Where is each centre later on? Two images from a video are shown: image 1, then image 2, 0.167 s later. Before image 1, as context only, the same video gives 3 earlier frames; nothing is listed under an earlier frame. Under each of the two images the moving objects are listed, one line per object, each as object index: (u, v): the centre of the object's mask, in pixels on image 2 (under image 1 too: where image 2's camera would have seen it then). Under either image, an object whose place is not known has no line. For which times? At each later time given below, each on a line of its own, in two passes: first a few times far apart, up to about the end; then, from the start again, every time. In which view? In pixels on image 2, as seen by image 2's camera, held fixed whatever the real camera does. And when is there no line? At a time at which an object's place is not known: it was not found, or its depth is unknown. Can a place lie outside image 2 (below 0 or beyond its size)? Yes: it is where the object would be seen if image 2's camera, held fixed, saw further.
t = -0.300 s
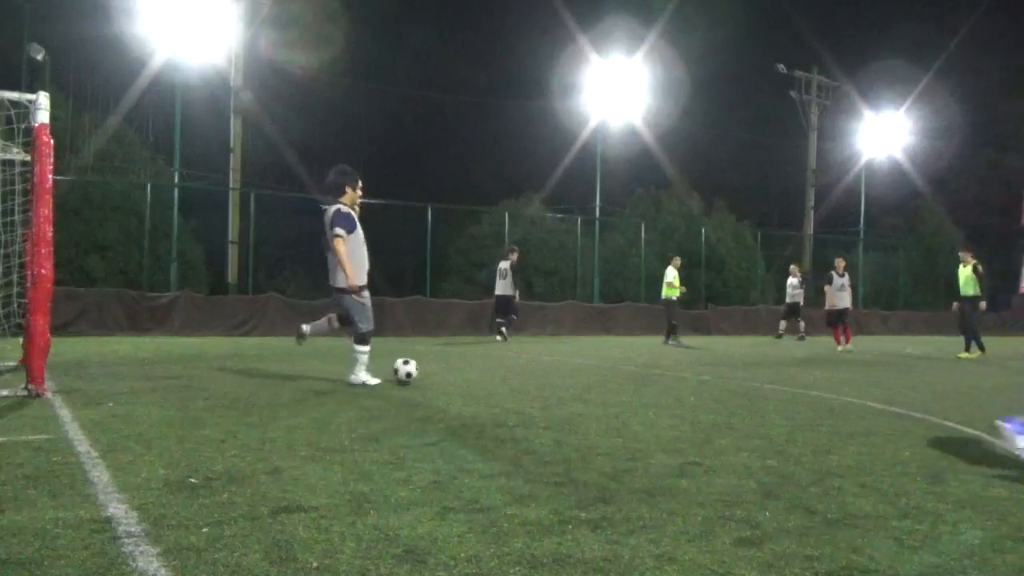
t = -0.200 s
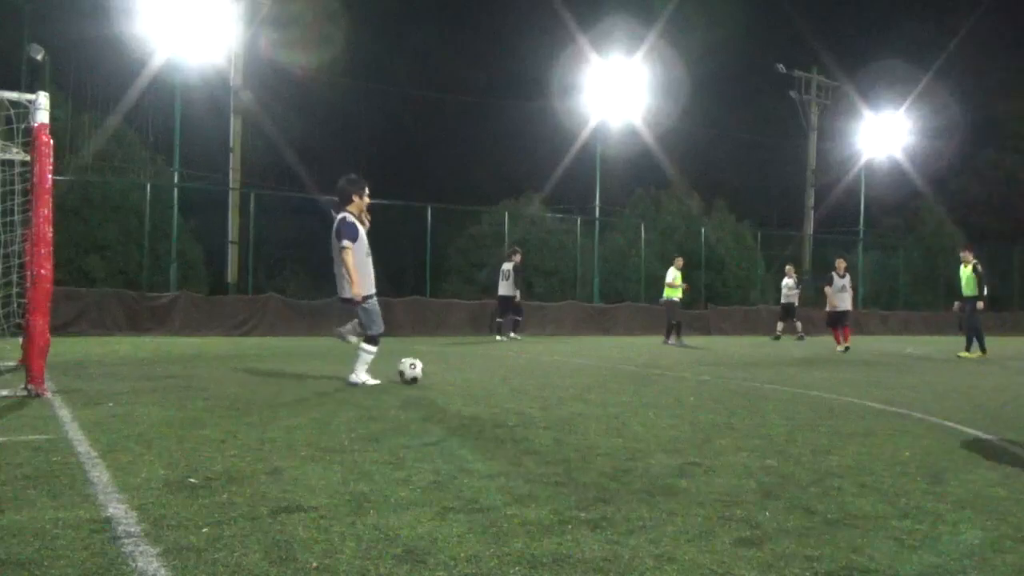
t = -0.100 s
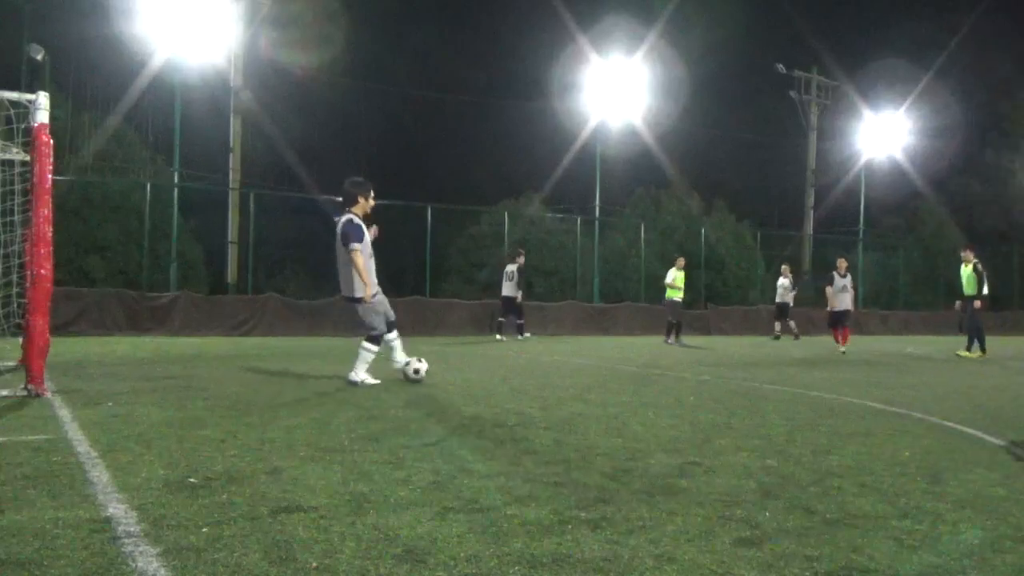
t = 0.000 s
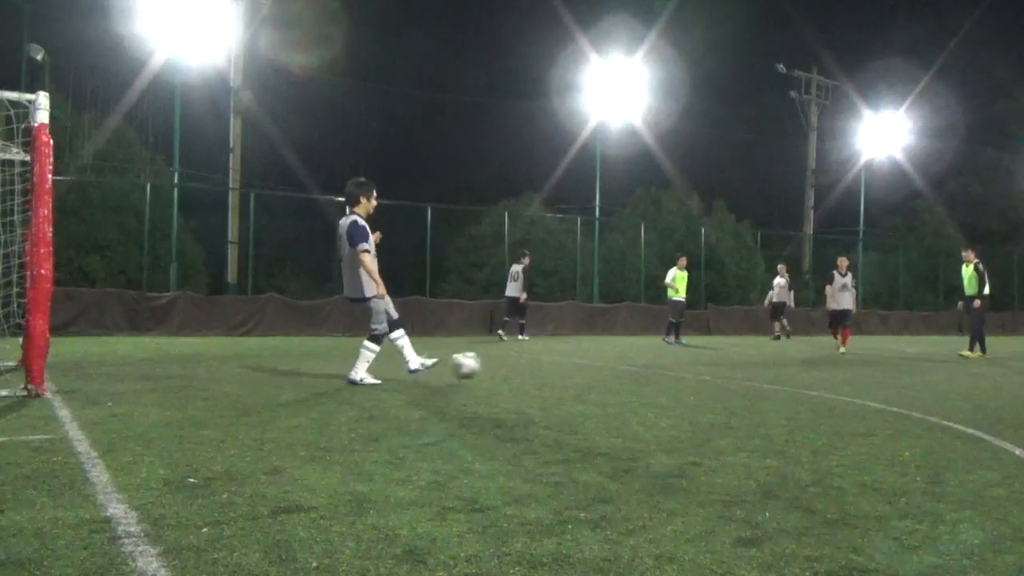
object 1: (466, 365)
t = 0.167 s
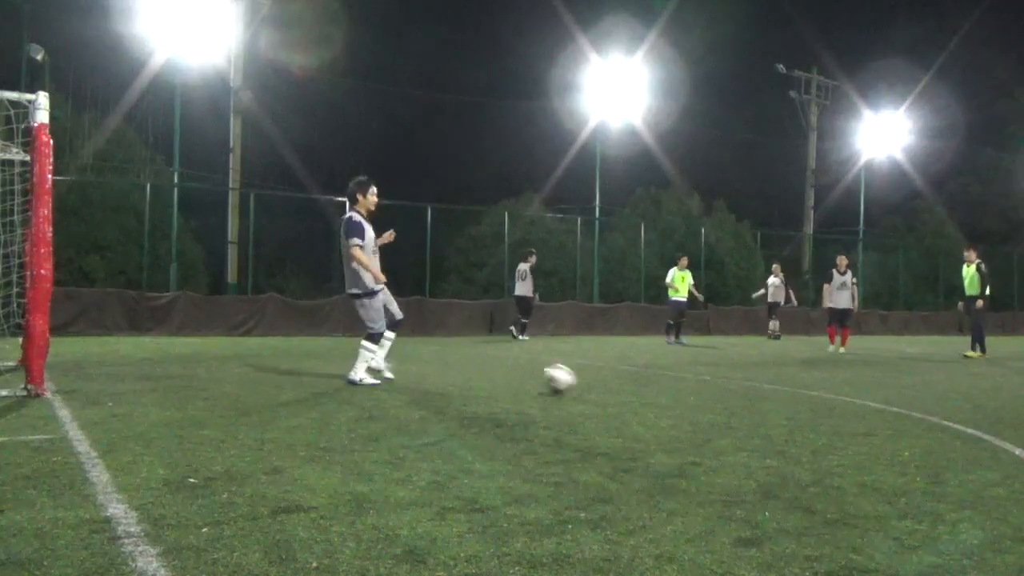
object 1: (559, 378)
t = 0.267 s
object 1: (615, 379)
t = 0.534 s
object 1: (781, 393)
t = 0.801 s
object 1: (980, 415)
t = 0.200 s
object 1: (578, 383)
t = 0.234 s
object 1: (596, 380)
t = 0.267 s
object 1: (615, 379)
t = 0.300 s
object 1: (634, 381)
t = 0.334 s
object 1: (654, 383)
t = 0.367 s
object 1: (674, 388)
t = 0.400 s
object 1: (693, 393)
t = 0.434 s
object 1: (715, 391)
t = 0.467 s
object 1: (736, 390)
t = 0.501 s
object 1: (758, 391)
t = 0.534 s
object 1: (781, 393)
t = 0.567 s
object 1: (804, 397)
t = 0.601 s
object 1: (827, 404)
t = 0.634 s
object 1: (851, 404)
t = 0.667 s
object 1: (877, 401)
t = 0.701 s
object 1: (901, 404)
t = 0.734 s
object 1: (927, 407)
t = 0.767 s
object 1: (953, 413)
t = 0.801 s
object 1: (980, 415)
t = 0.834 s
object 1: (1006, 415)
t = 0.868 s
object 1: (1023, 416)
